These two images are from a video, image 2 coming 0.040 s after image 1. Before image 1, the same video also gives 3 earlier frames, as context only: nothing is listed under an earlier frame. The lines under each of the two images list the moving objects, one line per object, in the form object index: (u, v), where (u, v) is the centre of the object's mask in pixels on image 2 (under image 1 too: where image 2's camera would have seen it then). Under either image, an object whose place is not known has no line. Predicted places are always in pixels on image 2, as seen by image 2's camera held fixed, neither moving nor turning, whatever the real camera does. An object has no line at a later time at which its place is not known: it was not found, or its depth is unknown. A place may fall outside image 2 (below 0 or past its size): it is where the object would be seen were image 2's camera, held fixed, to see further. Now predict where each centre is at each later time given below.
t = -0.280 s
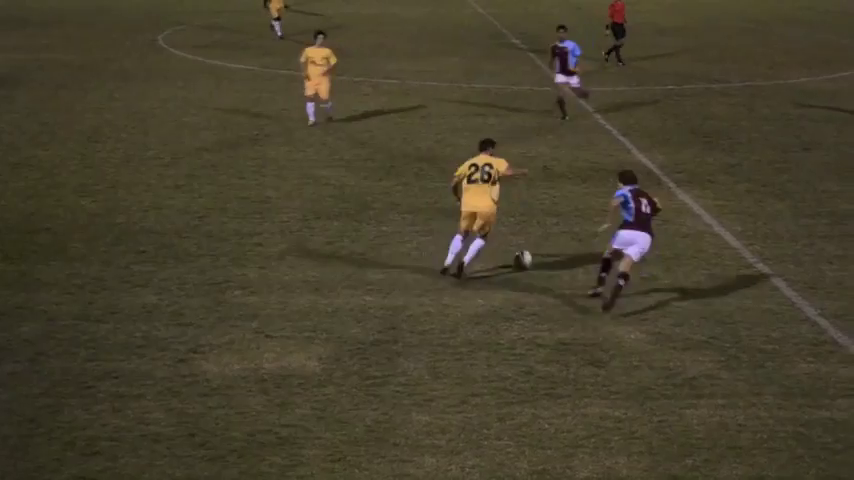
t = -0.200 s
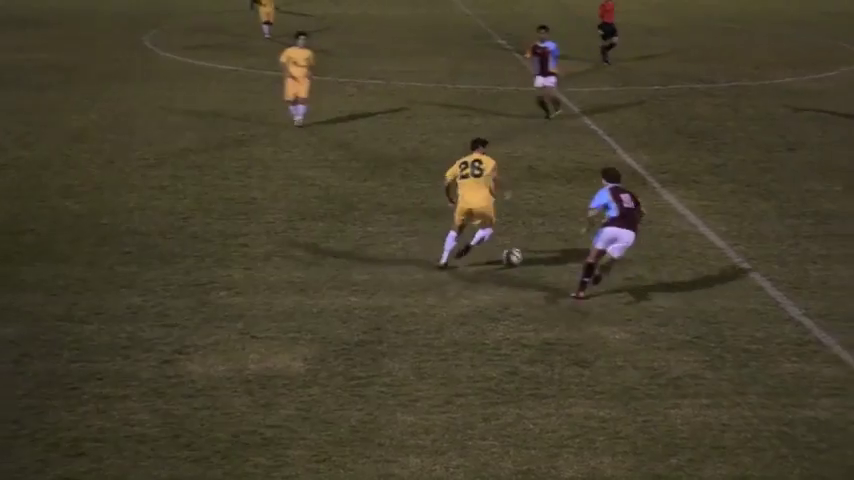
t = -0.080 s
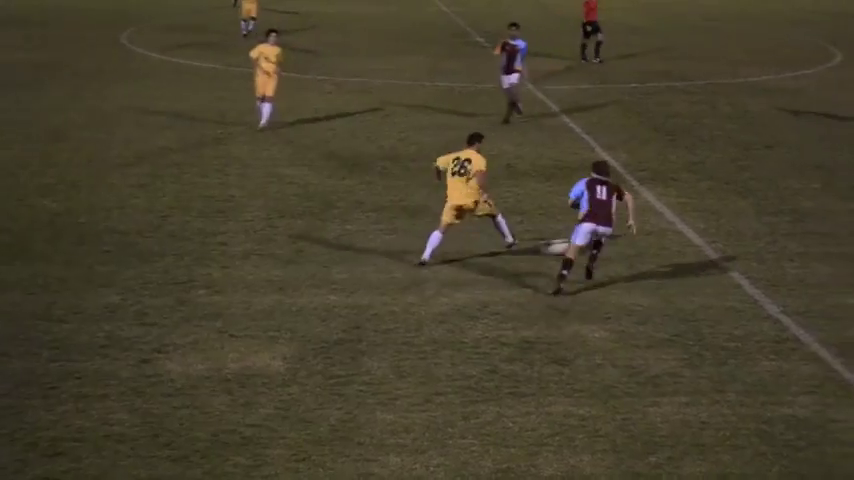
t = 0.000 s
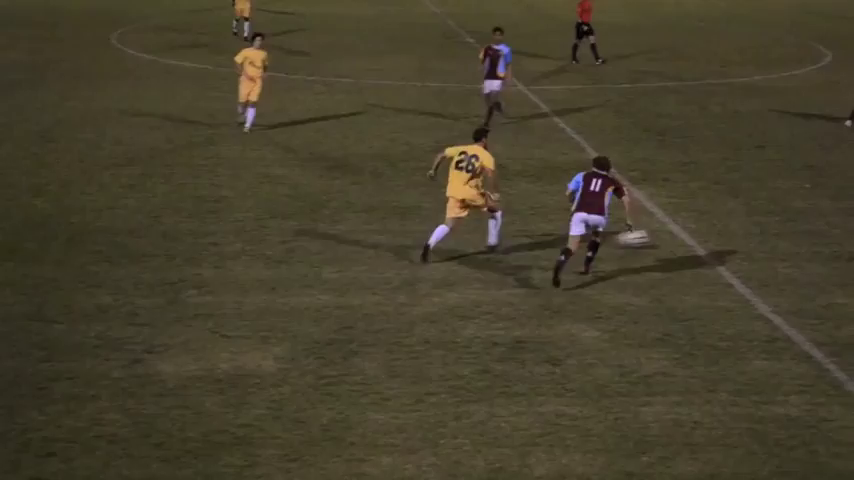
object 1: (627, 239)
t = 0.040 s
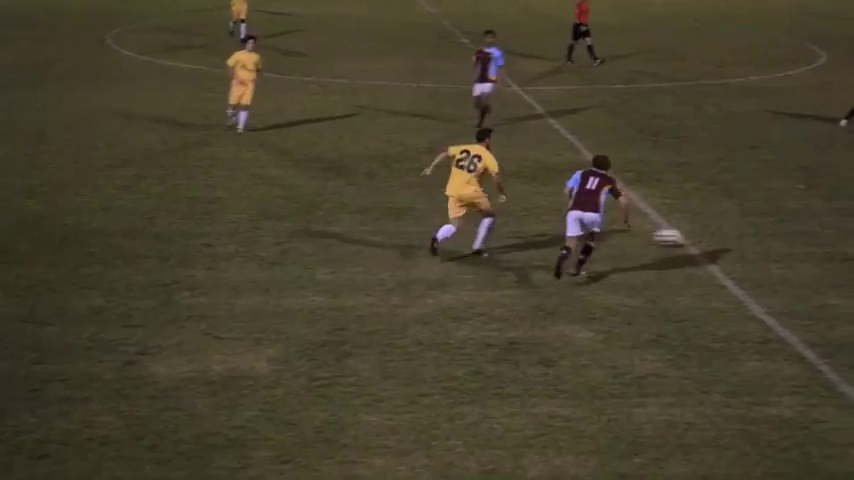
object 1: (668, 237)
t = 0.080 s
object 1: (706, 235)
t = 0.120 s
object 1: (742, 229)
